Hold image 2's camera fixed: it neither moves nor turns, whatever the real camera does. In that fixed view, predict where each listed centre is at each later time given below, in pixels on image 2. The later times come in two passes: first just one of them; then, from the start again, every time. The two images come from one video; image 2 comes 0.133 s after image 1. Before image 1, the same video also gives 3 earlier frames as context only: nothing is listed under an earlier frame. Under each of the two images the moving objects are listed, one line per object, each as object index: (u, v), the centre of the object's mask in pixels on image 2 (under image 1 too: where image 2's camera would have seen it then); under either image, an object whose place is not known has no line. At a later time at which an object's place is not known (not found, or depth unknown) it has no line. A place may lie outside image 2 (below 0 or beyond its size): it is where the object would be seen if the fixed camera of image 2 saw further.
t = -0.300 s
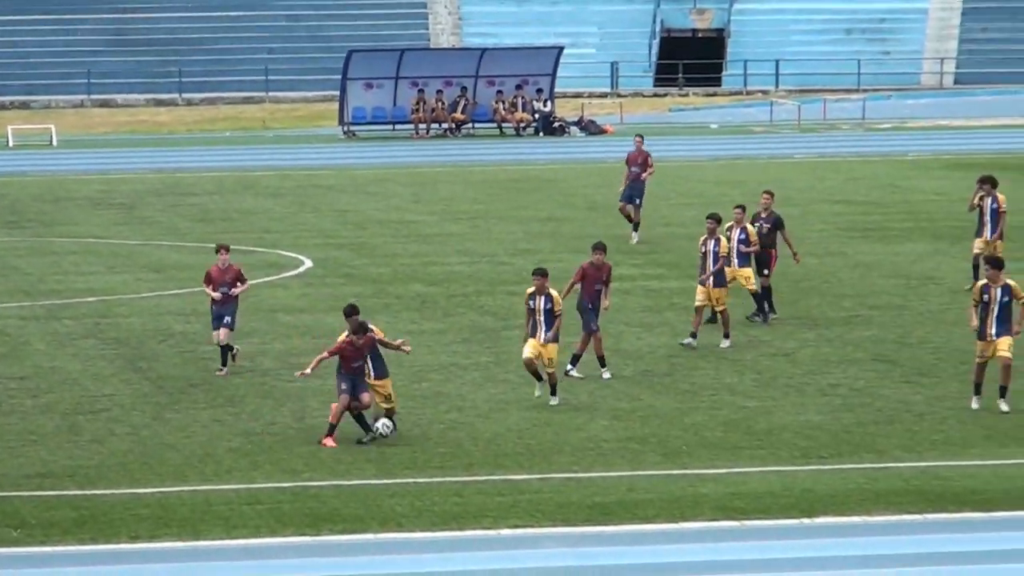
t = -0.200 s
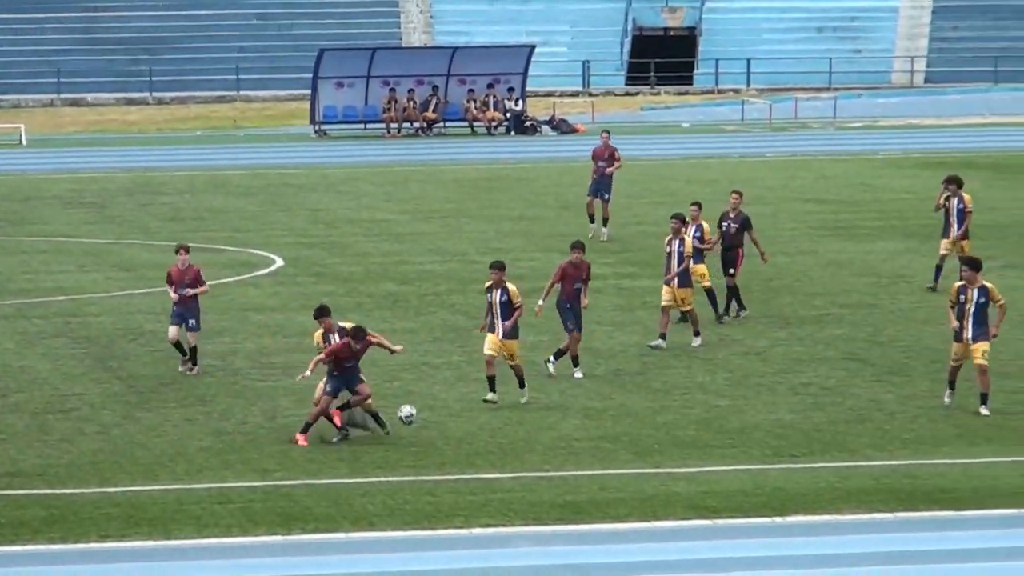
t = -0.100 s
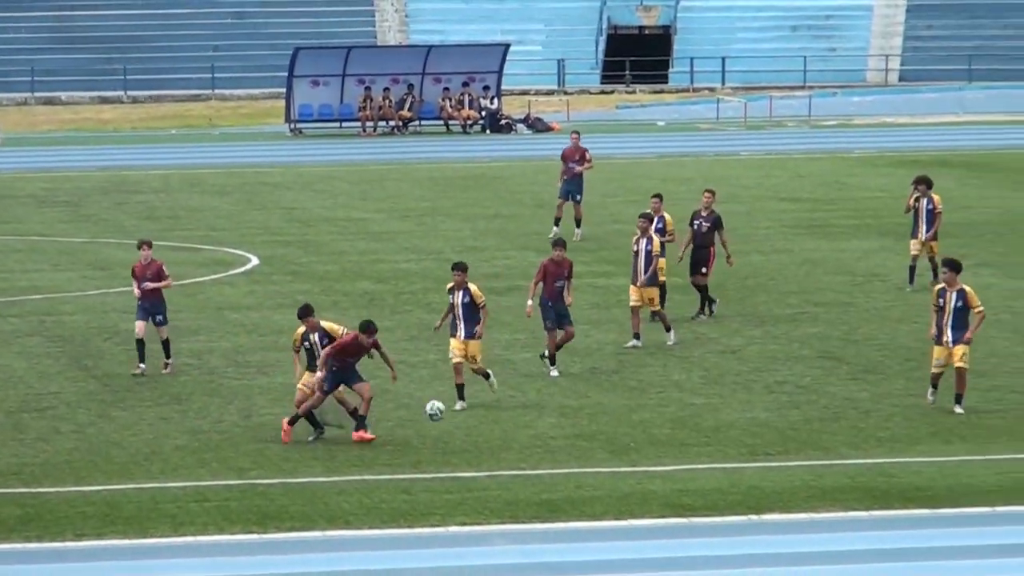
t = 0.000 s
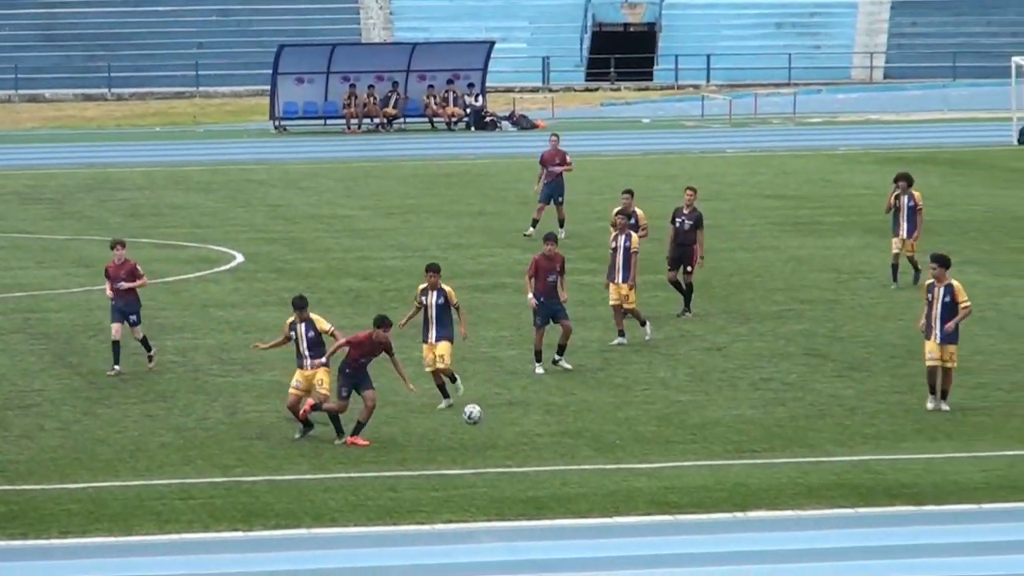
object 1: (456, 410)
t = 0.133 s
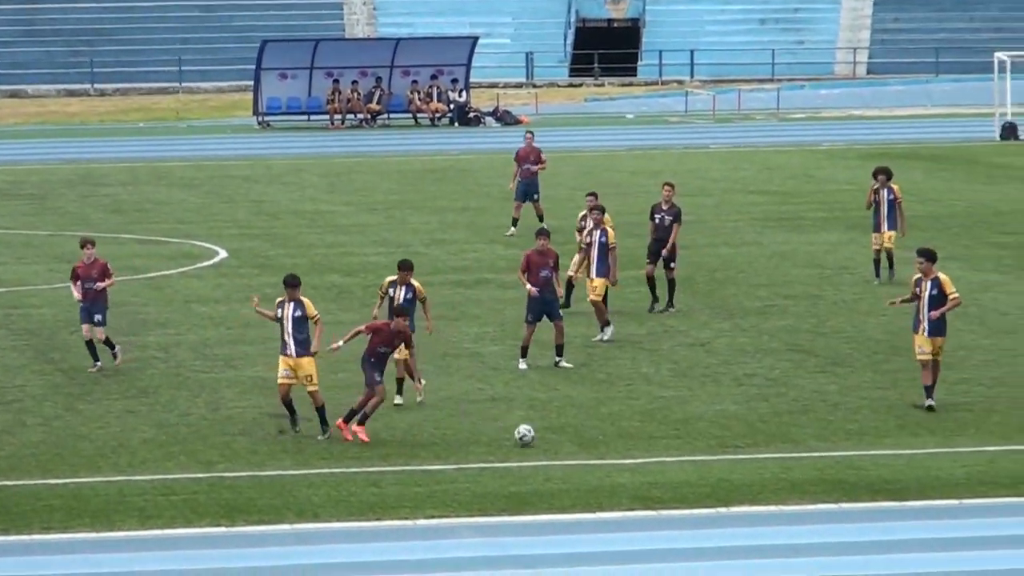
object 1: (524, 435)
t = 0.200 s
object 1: (555, 430)
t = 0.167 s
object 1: (540, 435)
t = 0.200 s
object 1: (555, 430)
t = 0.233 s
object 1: (570, 426)
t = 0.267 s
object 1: (585, 424)
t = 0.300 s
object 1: (599, 423)
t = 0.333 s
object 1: (615, 422)
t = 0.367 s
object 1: (630, 423)
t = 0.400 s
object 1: (645, 425)
